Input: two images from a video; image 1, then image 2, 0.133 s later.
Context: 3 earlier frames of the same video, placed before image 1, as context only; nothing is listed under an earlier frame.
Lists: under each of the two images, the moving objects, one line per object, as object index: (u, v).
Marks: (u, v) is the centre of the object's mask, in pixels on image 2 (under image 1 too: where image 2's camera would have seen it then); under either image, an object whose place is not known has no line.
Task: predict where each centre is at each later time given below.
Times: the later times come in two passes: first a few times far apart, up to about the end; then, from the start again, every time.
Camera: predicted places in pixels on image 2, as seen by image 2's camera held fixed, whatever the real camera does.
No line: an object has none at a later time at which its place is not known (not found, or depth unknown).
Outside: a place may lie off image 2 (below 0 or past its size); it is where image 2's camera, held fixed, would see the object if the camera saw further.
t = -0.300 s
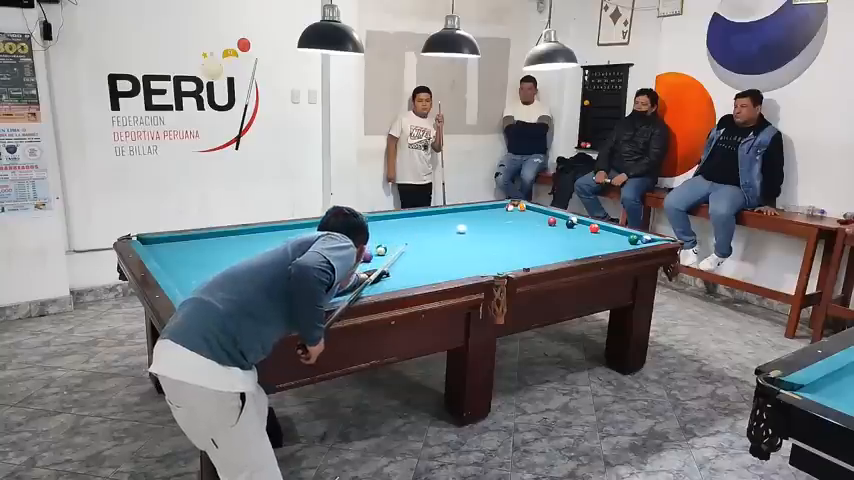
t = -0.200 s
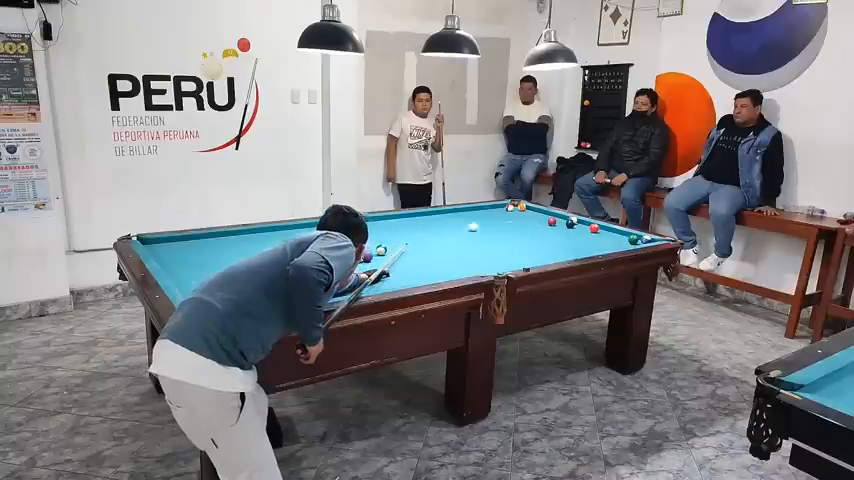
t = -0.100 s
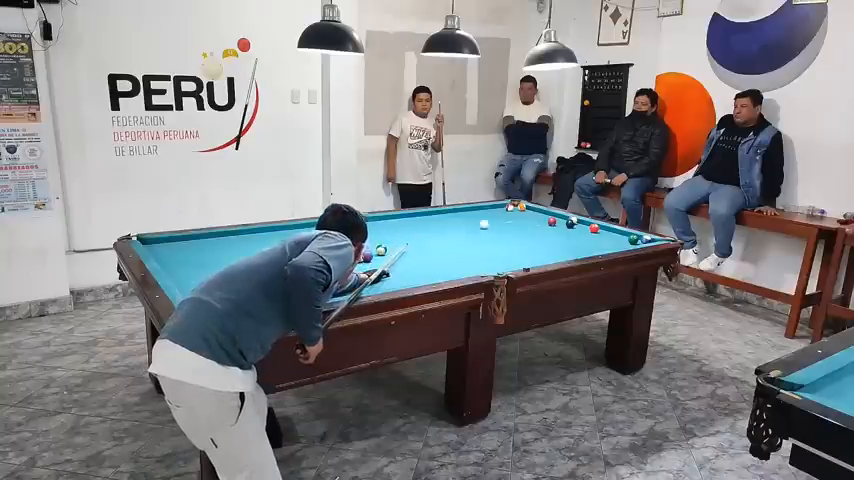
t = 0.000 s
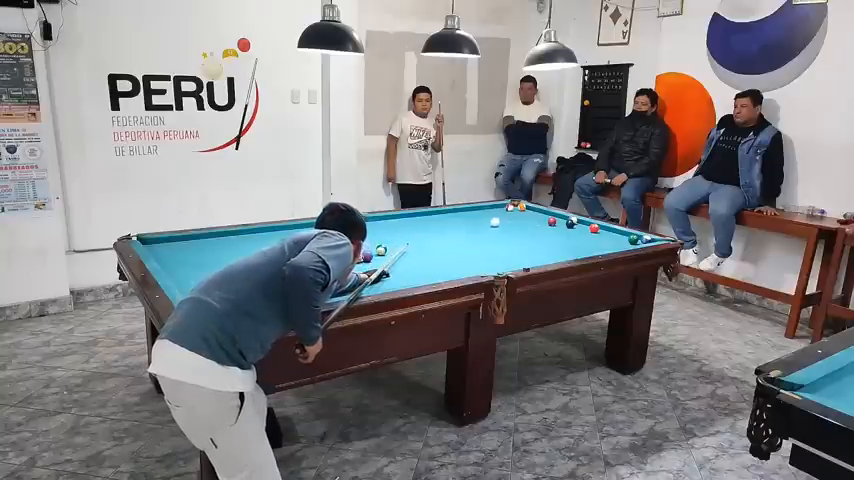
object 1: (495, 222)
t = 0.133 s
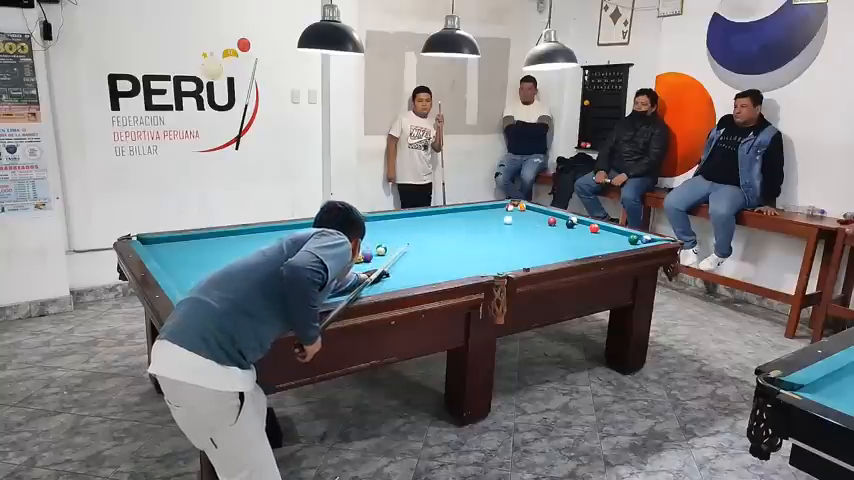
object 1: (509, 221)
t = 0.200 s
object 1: (515, 219)
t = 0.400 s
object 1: (532, 215)
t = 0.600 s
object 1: (545, 213)
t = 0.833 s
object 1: (533, 215)
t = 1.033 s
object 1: (523, 216)
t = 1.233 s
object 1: (513, 218)
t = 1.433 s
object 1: (503, 220)
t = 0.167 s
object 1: (512, 220)
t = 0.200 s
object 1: (515, 219)
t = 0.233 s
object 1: (518, 219)
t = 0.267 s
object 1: (521, 218)
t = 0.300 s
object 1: (524, 217)
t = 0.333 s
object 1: (527, 217)
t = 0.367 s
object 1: (530, 216)
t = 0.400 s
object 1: (532, 215)
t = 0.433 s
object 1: (535, 215)
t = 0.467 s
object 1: (539, 214)
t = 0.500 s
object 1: (541, 214)
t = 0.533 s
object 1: (544, 213)
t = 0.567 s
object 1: (546, 213)
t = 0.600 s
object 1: (545, 213)
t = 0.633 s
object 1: (544, 213)
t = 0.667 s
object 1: (542, 213)
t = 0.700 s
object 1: (540, 213)
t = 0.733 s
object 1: (539, 214)
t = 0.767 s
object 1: (537, 214)
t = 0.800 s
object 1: (535, 214)
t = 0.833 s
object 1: (533, 215)
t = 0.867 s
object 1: (532, 215)
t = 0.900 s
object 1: (530, 215)
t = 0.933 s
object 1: (528, 215)
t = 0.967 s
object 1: (527, 216)
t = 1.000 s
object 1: (525, 216)
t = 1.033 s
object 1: (523, 216)
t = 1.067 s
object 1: (522, 217)
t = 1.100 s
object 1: (519, 217)
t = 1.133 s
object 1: (518, 217)
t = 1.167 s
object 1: (516, 217)
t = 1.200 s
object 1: (515, 218)
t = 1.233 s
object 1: (513, 218)
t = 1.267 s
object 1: (512, 218)
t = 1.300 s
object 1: (510, 219)
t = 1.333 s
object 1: (508, 219)
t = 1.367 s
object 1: (506, 219)
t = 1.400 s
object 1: (505, 220)
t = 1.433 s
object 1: (503, 220)
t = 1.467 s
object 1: (502, 220)
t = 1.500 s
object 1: (500, 221)
